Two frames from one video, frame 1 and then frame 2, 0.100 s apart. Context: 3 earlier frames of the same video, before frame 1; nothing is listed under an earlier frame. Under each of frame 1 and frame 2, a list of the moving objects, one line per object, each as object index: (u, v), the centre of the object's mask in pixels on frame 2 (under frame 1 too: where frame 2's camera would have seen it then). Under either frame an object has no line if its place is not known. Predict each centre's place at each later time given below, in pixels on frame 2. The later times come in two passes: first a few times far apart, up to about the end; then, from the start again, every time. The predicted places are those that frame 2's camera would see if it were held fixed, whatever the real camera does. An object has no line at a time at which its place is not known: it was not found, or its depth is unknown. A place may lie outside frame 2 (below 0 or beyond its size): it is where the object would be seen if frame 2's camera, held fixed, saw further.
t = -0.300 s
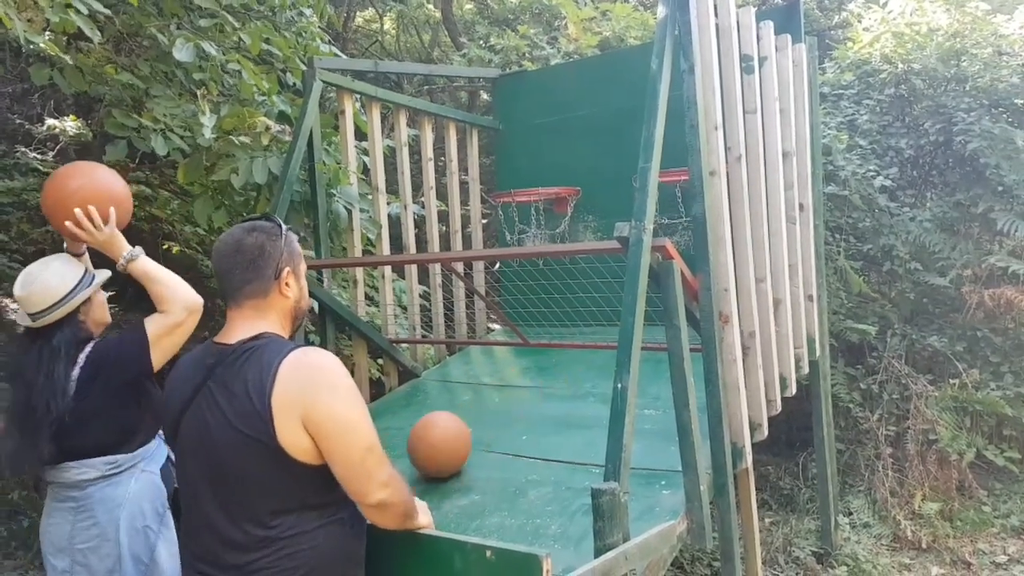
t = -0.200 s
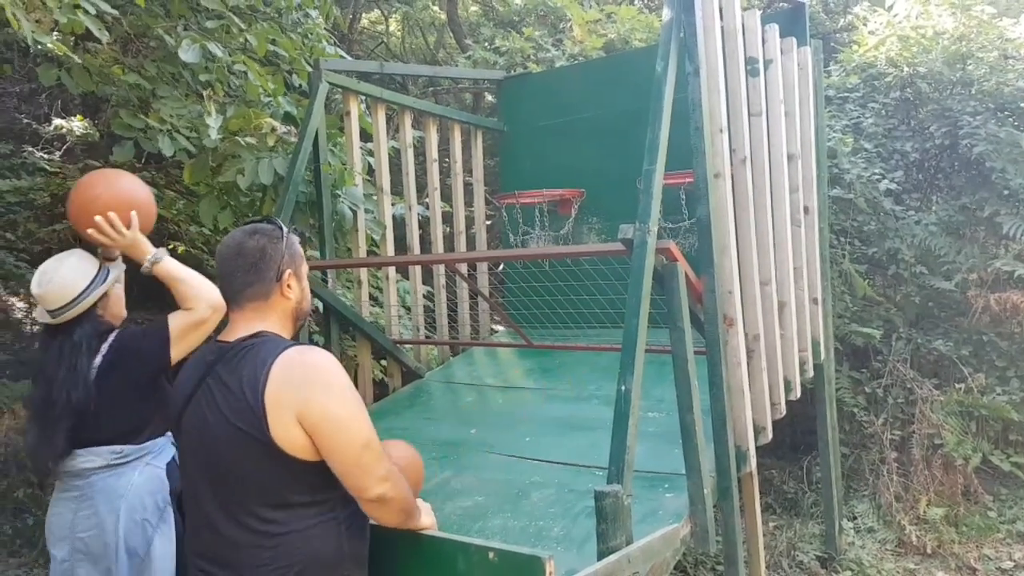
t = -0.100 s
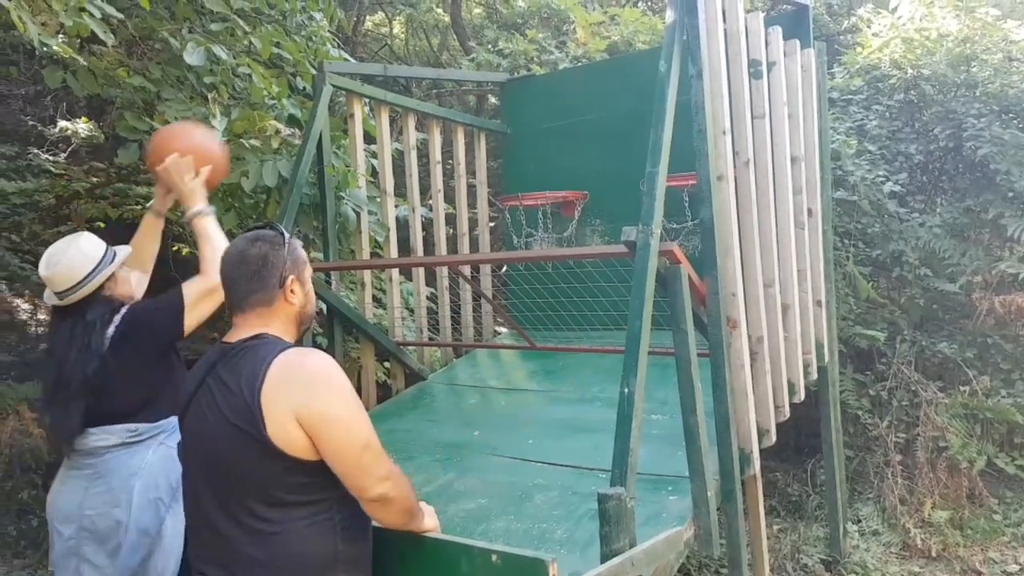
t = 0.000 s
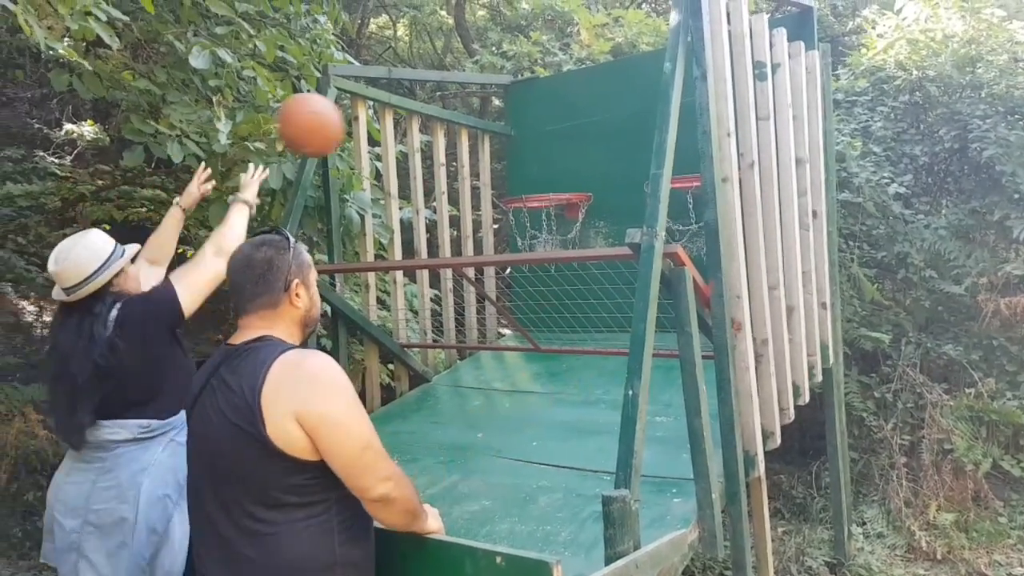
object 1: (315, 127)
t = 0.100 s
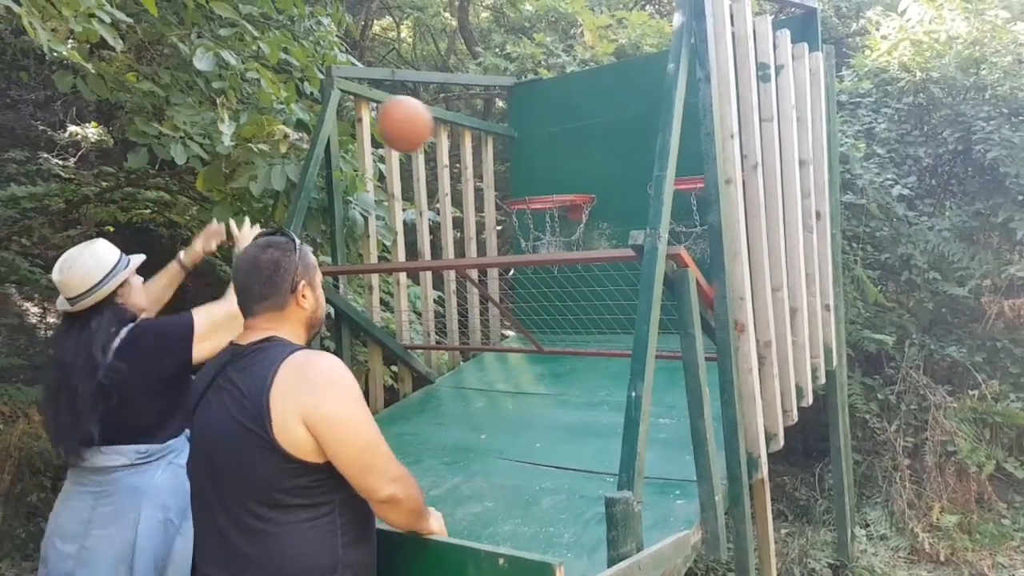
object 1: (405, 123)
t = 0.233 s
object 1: (497, 152)
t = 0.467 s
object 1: (542, 200)
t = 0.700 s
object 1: (552, 228)
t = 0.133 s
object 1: (430, 128)
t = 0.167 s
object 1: (454, 134)
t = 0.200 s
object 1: (476, 142)
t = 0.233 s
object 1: (497, 152)
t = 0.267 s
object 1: (516, 163)
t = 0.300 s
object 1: (533, 175)
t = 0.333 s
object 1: (550, 183)
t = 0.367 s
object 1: (563, 203)
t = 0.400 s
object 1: (555, 200)
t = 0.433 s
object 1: (547, 200)
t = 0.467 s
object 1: (542, 200)
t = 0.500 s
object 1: (544, 201)
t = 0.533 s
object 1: (546, 204)
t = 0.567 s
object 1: (547, 210)
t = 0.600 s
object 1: (549, 215)
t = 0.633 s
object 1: (550, 220)
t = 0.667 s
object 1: (551, 224)
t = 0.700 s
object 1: (552, 228)
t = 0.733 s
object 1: (552, 234)
